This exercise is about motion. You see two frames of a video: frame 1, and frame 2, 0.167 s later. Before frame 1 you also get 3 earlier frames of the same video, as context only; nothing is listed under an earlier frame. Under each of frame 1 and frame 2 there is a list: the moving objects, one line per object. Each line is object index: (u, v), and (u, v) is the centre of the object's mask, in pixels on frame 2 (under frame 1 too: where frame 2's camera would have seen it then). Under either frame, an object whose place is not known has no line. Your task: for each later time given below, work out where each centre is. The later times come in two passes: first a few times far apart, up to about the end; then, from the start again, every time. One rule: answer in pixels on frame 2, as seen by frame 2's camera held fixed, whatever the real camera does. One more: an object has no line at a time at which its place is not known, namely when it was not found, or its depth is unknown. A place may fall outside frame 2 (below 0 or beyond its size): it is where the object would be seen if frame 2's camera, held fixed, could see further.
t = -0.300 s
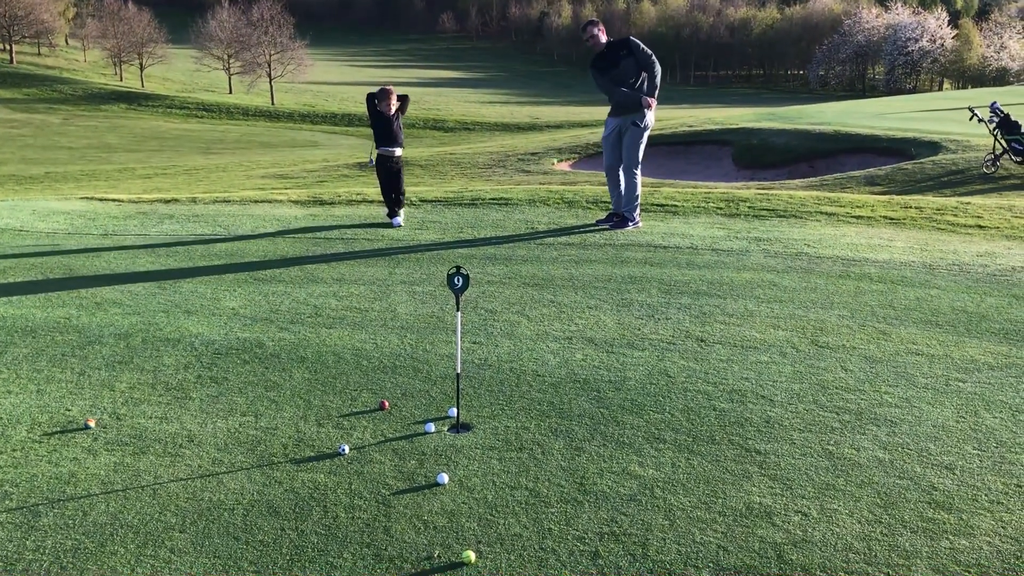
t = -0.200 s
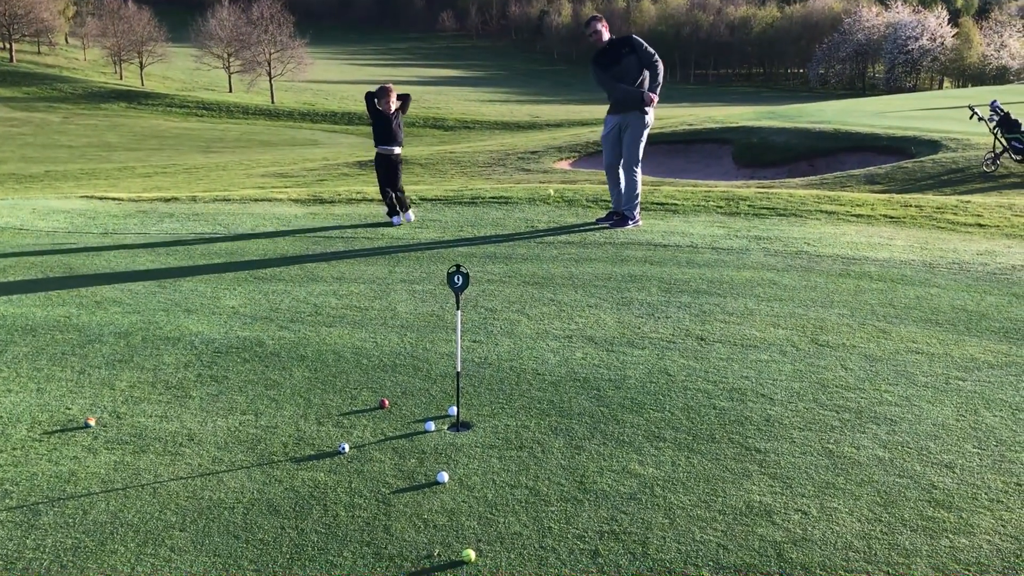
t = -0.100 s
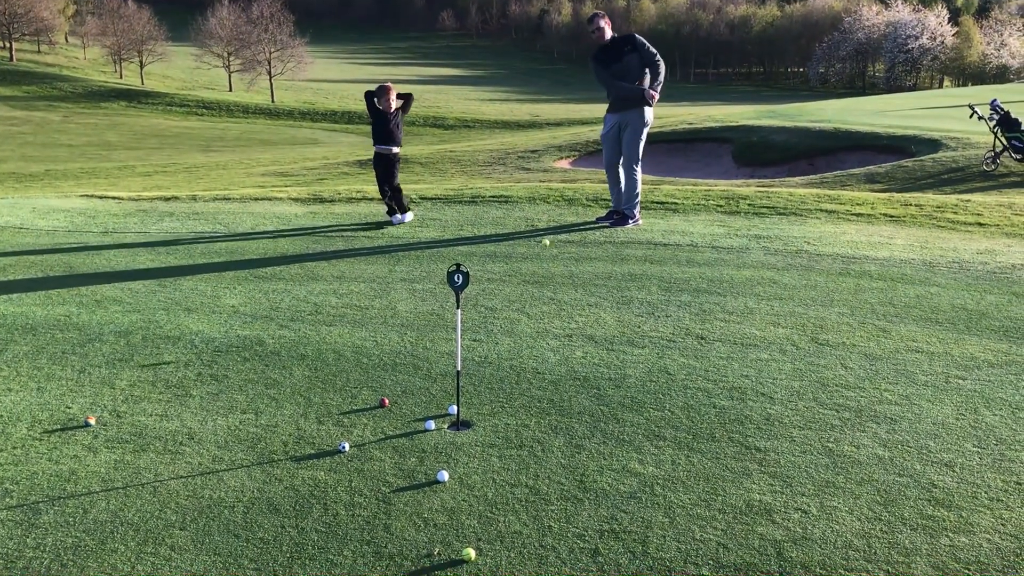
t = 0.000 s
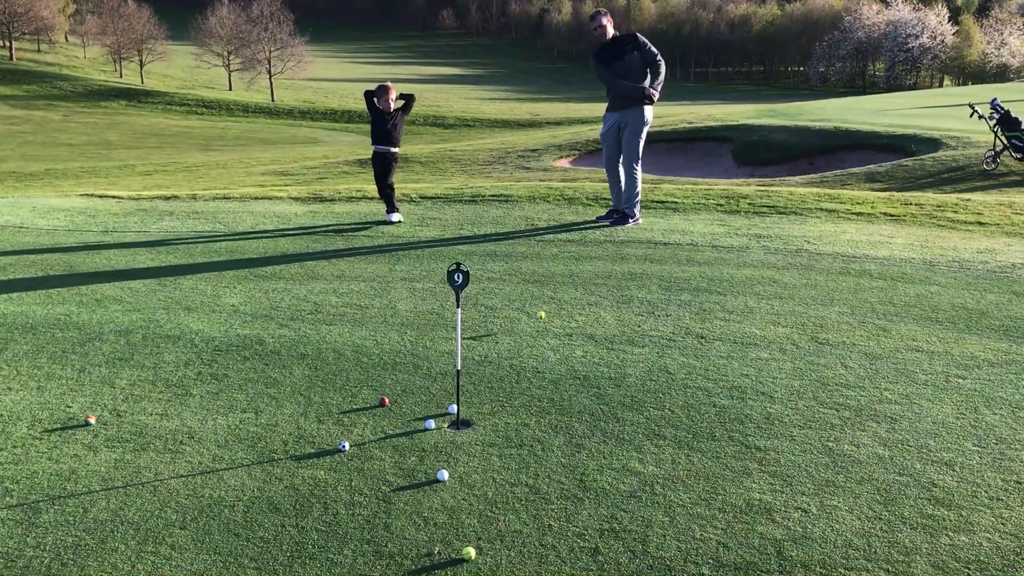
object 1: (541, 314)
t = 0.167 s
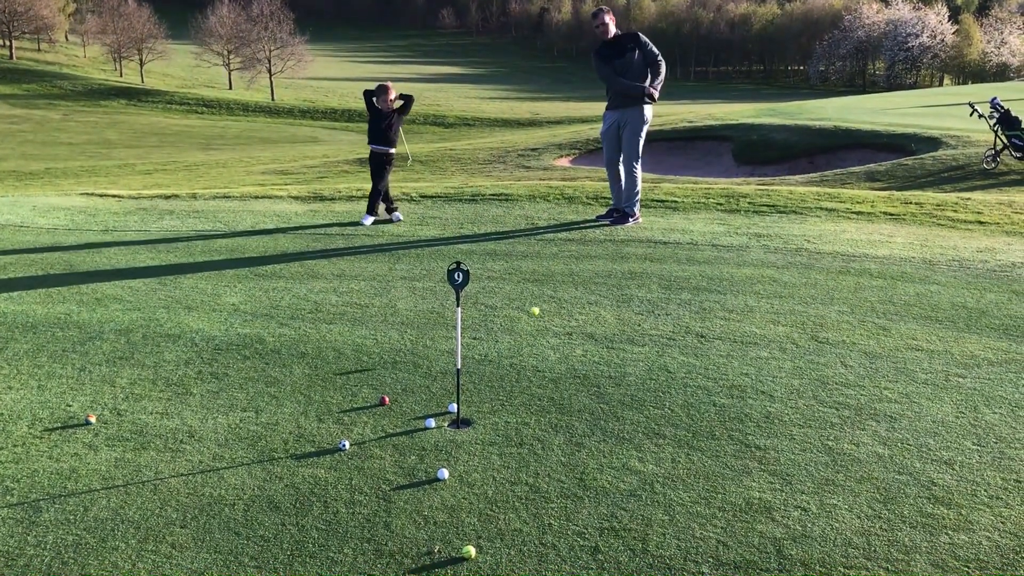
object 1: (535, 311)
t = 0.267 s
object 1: (530, 321)
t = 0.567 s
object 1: (511, 382)
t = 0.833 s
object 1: (487, 420)
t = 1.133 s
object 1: (454, 463)
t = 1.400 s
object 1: (452, 481)
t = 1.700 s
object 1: (452, 492)
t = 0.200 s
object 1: (533, 312)
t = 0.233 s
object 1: (532, 316)
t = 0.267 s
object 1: (530, 321)
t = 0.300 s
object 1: (528, 329)
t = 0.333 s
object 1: (527, 339)
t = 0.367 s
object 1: (525, 352)
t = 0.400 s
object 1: (523, 367)
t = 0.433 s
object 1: (522, 365)
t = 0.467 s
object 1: (519, 366)
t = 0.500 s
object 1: (516, 369)
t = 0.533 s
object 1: (514, 374)
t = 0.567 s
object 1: (511, 382)
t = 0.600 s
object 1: (509, 391)
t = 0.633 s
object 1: (506, 393)
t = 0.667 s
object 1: (503, 397)
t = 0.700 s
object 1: (499, 404)
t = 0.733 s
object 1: (496, 407)
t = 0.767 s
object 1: (493, 412)
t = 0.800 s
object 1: (490, 417)
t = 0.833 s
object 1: (487, 420)
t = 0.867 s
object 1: (482, 426)
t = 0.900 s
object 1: (479, 429)
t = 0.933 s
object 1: (475, 434)
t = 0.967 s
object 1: (473, 440)
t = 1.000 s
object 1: (469, 444)
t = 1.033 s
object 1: (465, 449)
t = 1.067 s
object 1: (461, 454)
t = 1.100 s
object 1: (458, 458)
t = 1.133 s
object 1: (454, 463)
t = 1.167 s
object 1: (451, 467)
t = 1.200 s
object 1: (450, 470)
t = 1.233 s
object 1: (450, 472)
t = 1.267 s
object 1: (450, 474)
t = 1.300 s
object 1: (451, 476)
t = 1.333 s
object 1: (451, 478)
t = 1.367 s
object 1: (452, 480)
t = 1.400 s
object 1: (452, 481)
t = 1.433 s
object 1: (452, 483)
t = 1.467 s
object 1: (453, 484)
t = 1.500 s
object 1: (452, 485)
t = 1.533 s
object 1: (452, 486)
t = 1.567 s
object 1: (452, 488)
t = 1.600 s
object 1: (453, 489)
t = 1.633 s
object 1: (453, 490)
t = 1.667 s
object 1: (452, 490)
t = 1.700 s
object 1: (452, 492)
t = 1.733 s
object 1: (451, 492)
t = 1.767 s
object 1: (451, 492)
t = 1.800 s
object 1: (451, 493)
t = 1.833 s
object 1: (451, 494)
